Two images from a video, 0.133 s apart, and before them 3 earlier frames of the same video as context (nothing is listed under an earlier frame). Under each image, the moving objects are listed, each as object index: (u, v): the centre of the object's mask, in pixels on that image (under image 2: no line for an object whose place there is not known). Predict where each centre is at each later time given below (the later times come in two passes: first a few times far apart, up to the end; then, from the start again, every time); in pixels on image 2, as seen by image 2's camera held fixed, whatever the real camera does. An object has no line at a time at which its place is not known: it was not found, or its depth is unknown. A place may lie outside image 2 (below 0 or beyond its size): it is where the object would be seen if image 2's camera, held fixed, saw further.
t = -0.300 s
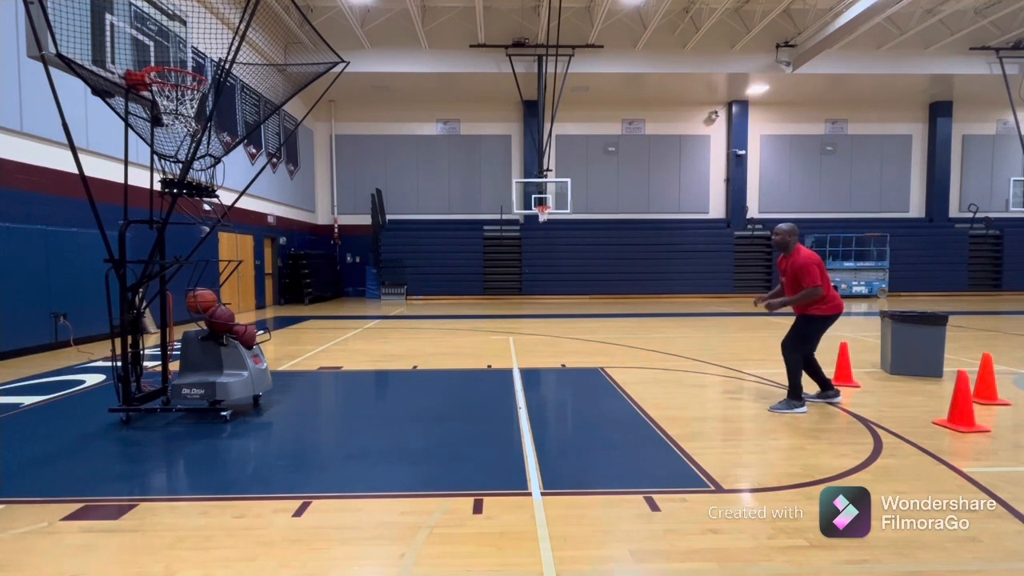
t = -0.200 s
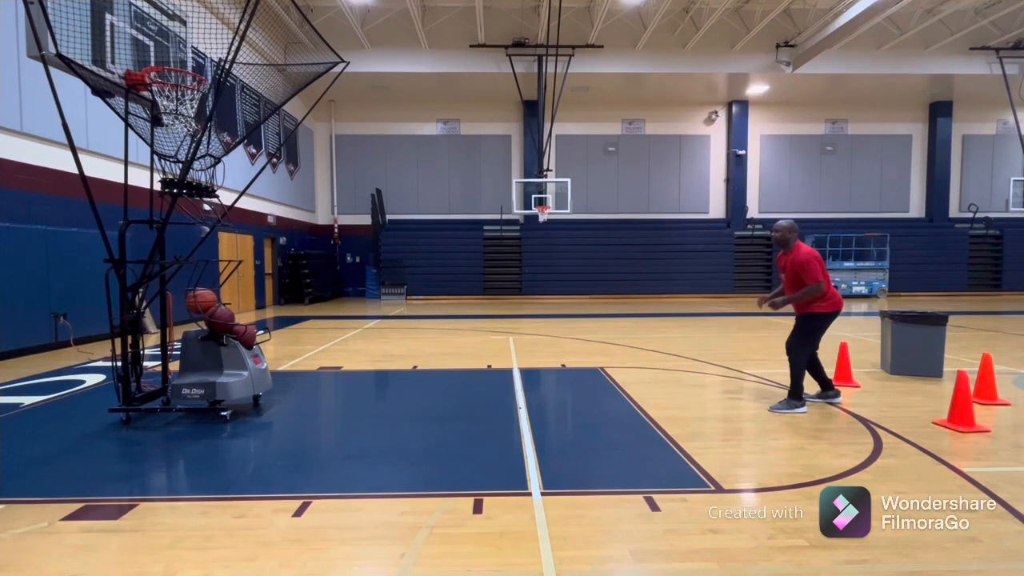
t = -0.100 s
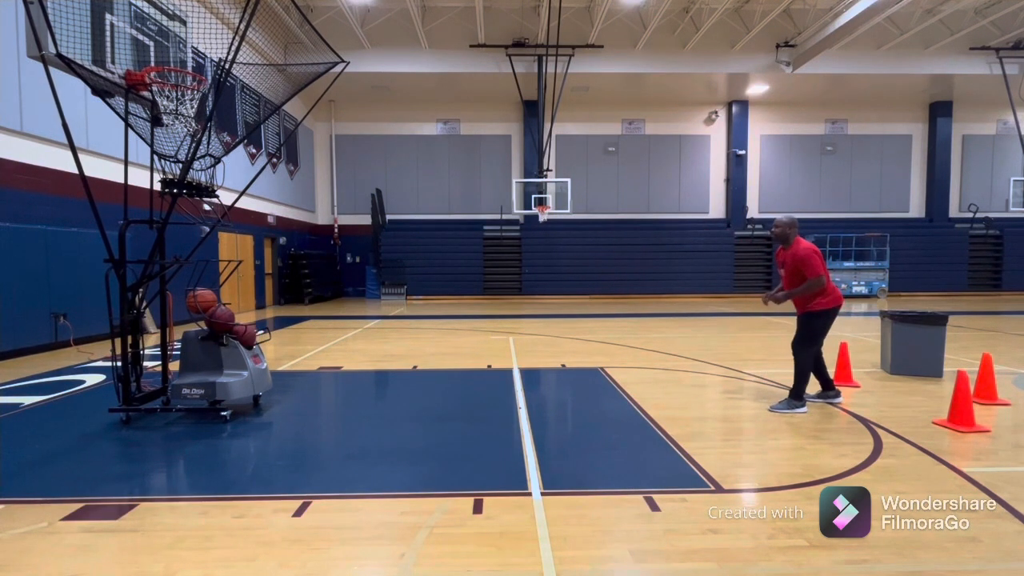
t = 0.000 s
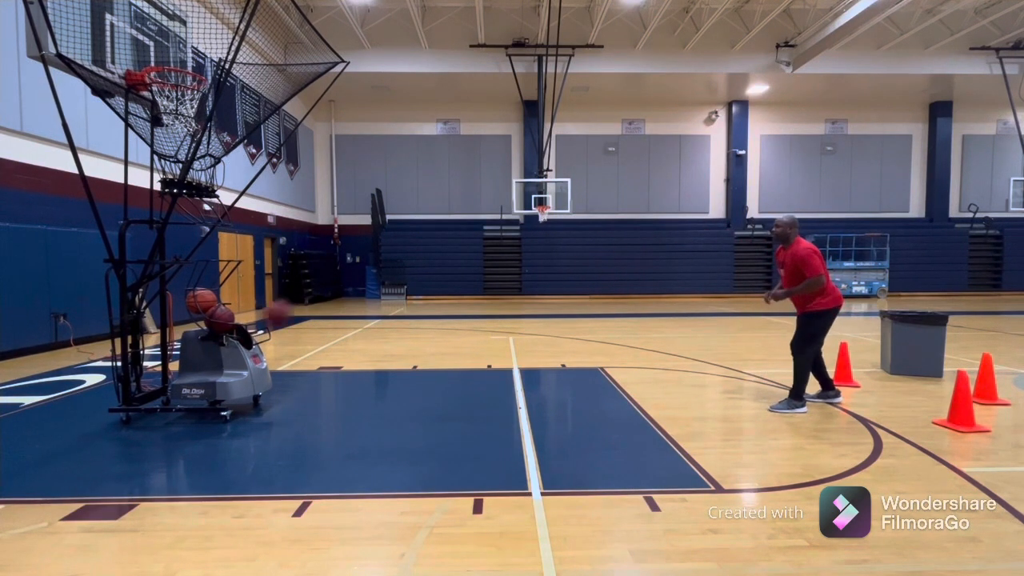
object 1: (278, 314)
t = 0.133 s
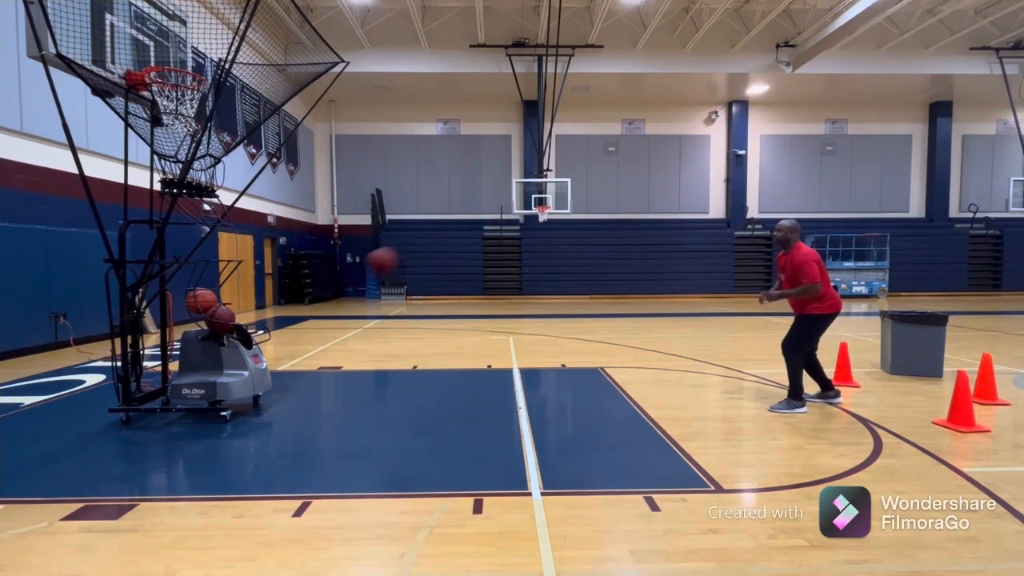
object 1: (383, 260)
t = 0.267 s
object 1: (485, 226)
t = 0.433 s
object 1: (612, 209)
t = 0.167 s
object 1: (408, 249)
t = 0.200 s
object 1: (434, 241)
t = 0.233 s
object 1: (460, 232)
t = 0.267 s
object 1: (485, 226)
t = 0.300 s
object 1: (511, 221)
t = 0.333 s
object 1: (535, 216)
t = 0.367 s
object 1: (562, 213)
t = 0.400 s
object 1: (587, 211)
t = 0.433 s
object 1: (612, 209)
